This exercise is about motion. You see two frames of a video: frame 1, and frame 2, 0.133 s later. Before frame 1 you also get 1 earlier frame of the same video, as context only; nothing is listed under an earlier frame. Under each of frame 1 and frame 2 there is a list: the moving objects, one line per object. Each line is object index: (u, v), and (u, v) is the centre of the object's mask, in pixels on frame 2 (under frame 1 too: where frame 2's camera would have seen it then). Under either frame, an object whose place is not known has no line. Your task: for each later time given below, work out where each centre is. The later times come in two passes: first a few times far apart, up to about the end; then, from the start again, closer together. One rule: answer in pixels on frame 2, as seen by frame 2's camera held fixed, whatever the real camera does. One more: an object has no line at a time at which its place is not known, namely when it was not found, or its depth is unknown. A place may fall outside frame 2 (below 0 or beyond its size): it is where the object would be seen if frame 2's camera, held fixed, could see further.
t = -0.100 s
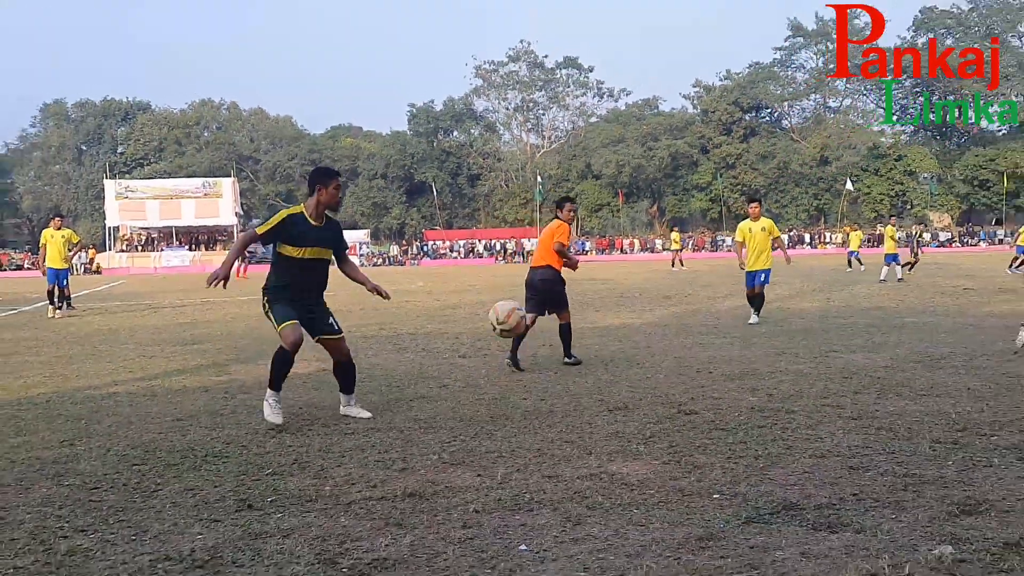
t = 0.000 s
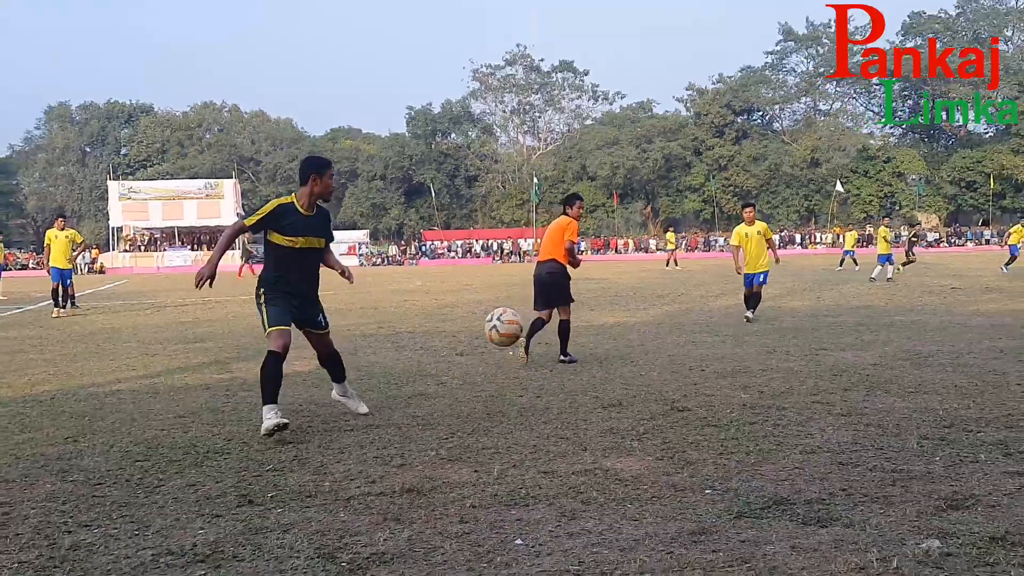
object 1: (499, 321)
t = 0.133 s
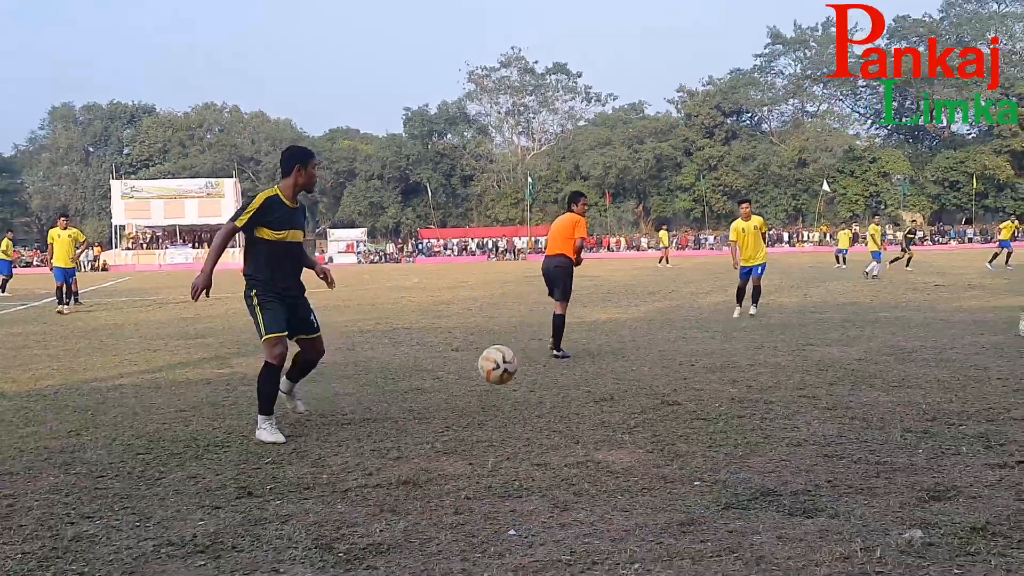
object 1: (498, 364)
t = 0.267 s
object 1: (497, 408)
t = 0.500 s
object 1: (493, 374)
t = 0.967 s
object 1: (486, 432)
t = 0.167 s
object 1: (497, 380)
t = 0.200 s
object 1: (497, 398)
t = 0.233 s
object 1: (498, 418)
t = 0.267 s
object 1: (497, 408)
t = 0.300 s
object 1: (496, 397)
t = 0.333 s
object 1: (495, 388)
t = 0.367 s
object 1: (495, 381)
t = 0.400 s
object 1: (494, 377)
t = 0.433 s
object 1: (494, 374)
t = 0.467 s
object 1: (493, 373)
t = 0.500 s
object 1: (493, 374)
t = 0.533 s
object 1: (494, 378)
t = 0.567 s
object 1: (493, 384)
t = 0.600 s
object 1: (492, 392)
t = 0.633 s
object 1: (493, 403)
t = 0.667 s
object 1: (493, 416)
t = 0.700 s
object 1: (493, 432)
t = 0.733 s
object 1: (493, 448)
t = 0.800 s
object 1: (490, 431)
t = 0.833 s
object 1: (490, 426)
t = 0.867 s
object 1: (488, 423)
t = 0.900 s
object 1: (488, 424)
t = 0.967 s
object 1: (486, 432)
